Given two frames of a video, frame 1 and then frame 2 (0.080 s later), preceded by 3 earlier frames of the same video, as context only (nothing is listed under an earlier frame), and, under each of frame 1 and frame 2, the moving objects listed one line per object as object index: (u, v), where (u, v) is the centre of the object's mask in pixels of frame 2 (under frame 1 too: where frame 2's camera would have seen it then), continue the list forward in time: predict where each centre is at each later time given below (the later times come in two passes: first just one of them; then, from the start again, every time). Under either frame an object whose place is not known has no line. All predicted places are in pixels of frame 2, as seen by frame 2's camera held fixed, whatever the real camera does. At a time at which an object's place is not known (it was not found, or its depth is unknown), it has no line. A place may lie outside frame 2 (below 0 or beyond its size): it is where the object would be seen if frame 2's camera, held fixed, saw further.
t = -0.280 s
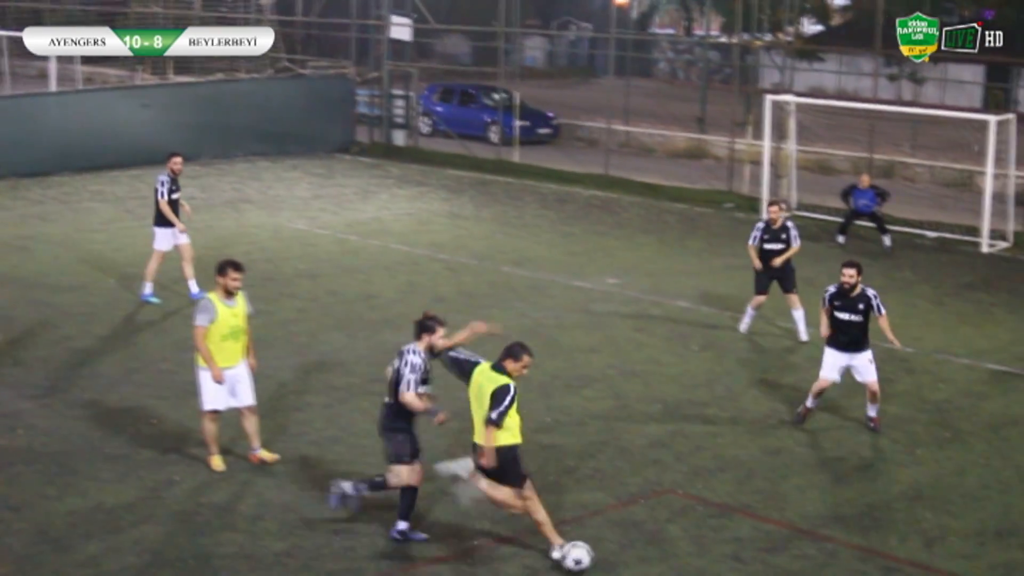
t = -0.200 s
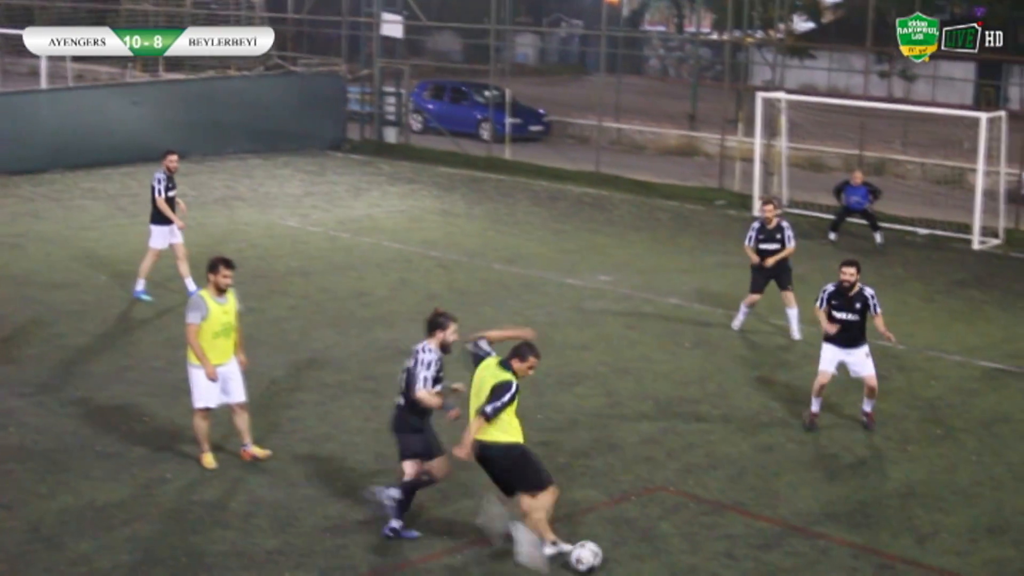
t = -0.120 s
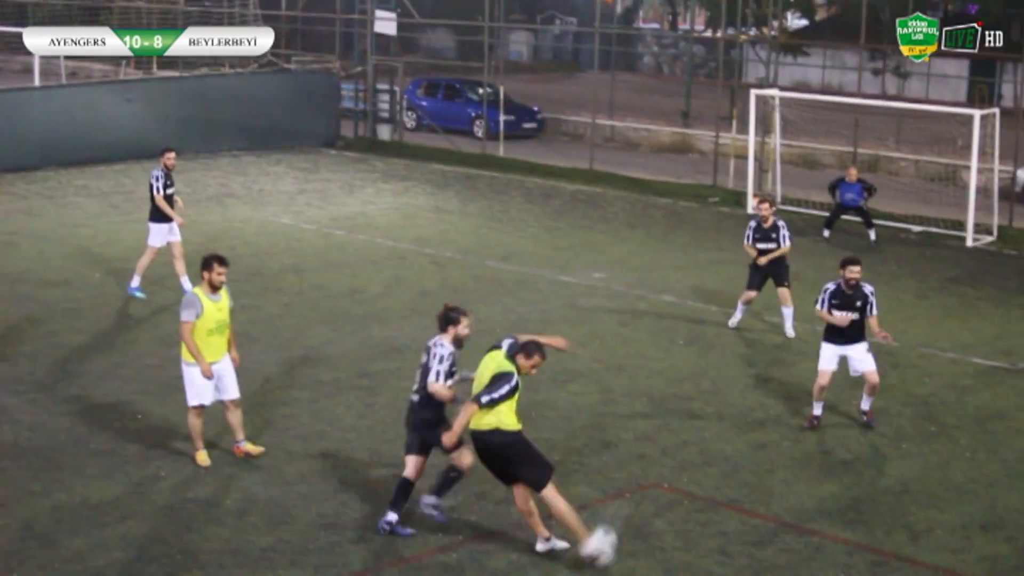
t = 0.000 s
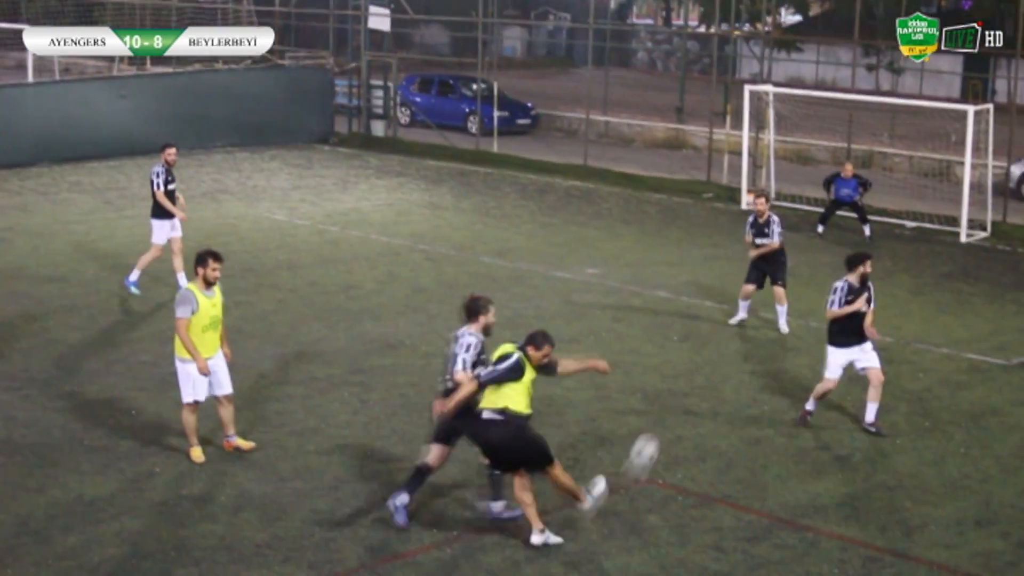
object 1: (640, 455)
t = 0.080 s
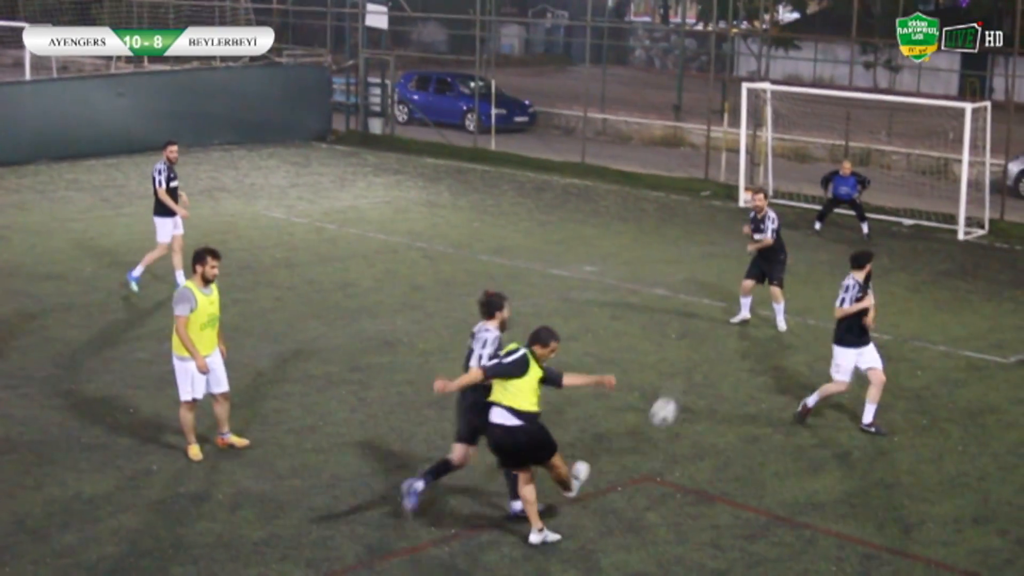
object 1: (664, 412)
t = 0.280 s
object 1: (707, 330)
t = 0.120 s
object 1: (676, 389)
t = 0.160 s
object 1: (684, 373)
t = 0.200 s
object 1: (692, 359)
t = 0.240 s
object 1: (701, 341)
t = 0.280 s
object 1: (707, 330)
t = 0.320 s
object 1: (714, 315)
